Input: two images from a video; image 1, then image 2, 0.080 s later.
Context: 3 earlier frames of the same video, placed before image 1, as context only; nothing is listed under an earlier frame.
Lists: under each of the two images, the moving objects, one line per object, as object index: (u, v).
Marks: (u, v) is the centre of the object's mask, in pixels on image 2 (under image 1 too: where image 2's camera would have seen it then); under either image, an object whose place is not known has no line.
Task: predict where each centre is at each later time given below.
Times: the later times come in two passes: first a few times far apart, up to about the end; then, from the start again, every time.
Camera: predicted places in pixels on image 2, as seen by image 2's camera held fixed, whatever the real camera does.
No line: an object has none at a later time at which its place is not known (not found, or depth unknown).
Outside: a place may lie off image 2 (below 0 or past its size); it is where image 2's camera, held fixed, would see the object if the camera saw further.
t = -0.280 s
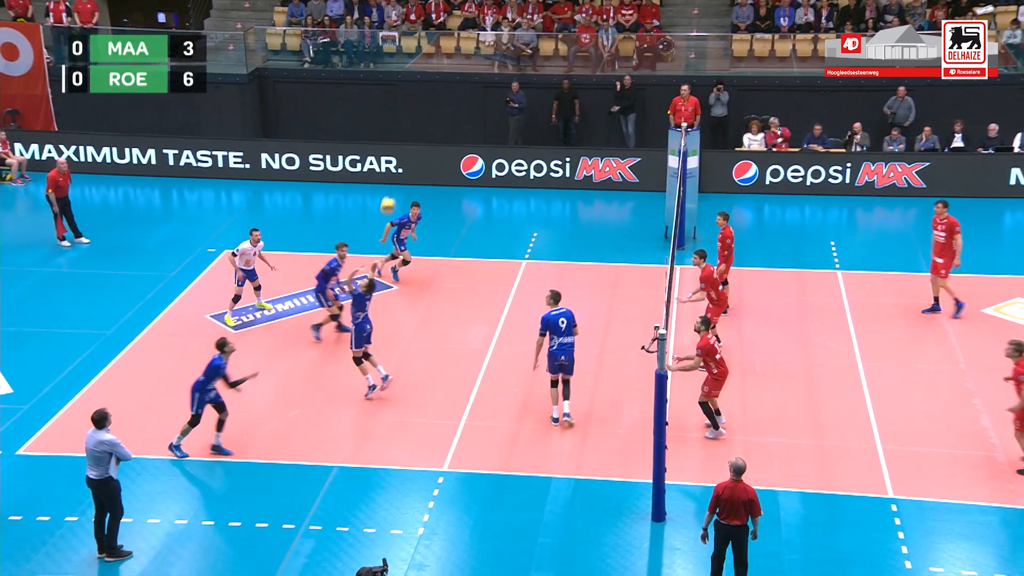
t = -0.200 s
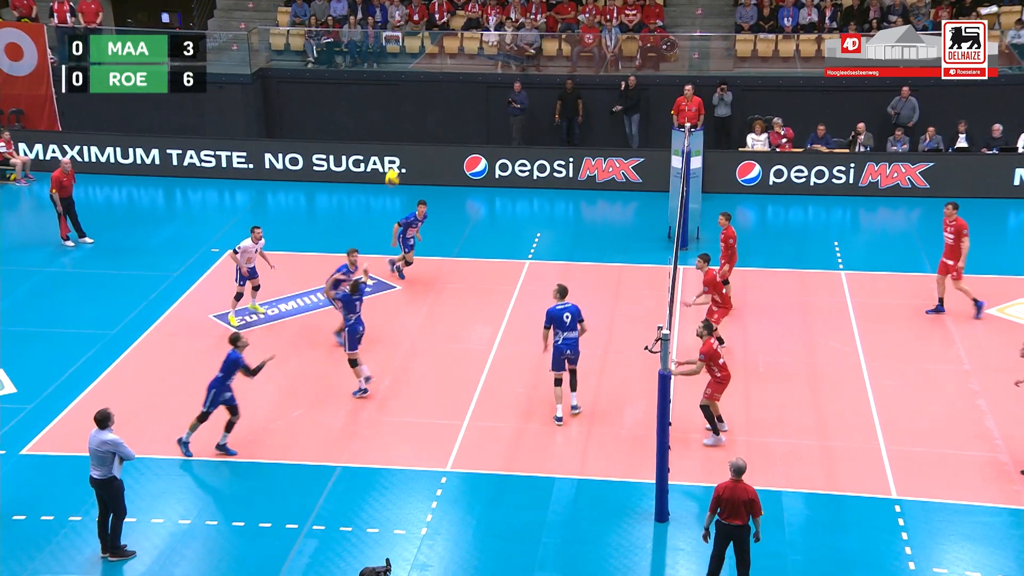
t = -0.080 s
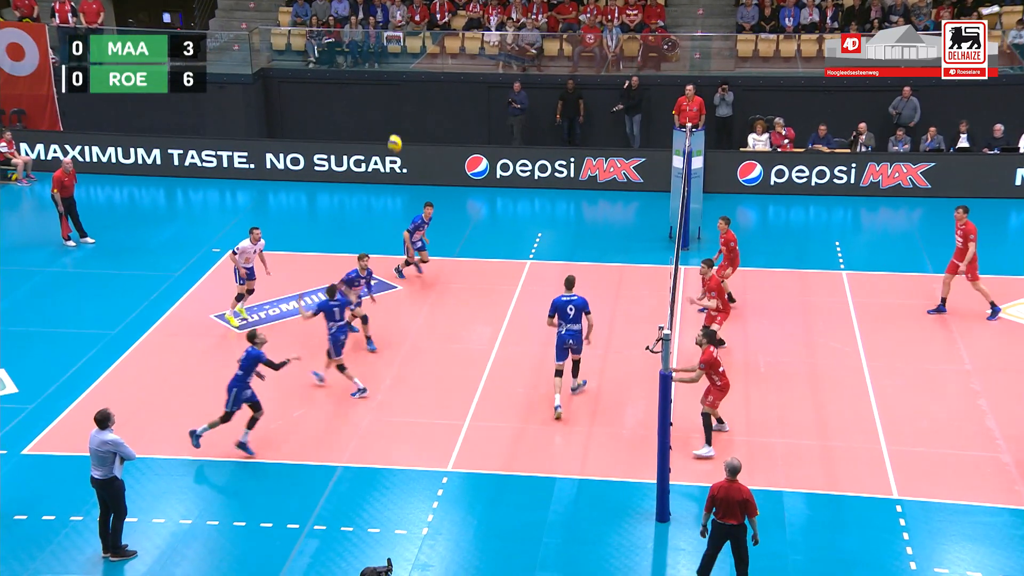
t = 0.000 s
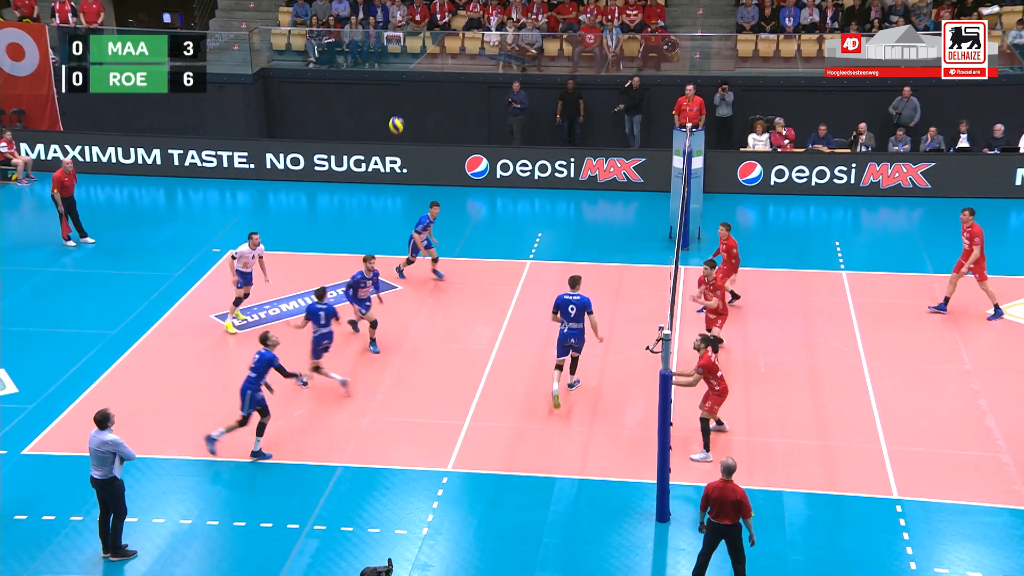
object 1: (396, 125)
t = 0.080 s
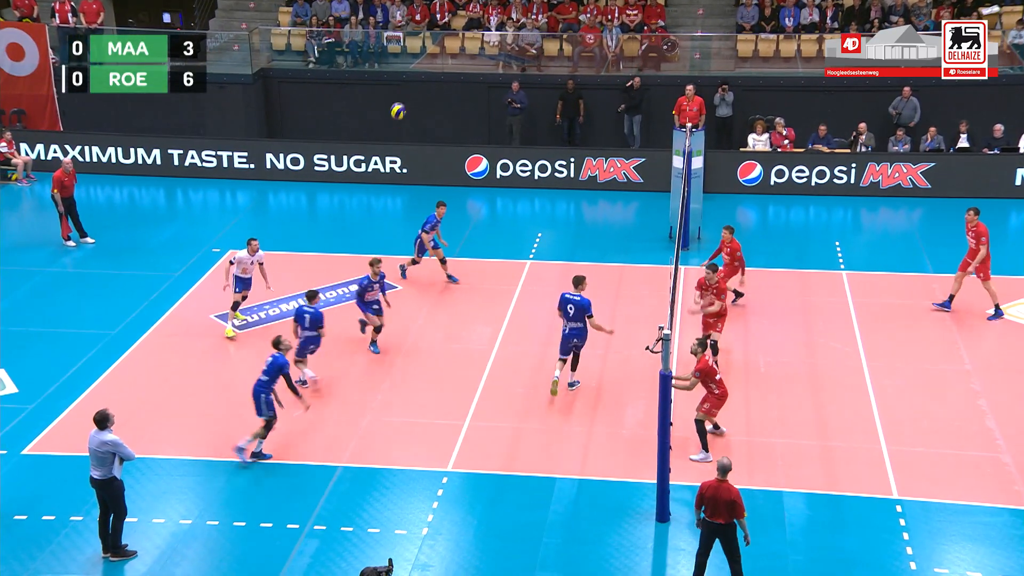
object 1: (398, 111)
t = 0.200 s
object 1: (400, 98)
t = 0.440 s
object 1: (407, 103)
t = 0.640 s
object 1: (415, 138)
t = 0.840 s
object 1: (422, 200)
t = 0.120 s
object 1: (398, 106)
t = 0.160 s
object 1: (399, 101)
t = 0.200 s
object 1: (400, 98)
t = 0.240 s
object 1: (402, 96)
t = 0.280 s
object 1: (403, 96)
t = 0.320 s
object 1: (404, 96)
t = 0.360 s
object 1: (405, 98)
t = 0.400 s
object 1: (406, 100)
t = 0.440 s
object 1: (407, 103)
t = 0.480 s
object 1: (409, 108)
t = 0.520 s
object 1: (410, 114)
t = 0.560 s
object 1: (412, 121)
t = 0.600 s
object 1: (413, 129)
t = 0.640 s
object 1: (415, 138)
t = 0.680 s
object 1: (416, 148)
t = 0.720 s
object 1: (418, 160)
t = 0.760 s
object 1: (419, 172)
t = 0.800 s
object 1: (420, 185)
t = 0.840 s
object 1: (422, 200)
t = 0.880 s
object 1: (423, 215)
